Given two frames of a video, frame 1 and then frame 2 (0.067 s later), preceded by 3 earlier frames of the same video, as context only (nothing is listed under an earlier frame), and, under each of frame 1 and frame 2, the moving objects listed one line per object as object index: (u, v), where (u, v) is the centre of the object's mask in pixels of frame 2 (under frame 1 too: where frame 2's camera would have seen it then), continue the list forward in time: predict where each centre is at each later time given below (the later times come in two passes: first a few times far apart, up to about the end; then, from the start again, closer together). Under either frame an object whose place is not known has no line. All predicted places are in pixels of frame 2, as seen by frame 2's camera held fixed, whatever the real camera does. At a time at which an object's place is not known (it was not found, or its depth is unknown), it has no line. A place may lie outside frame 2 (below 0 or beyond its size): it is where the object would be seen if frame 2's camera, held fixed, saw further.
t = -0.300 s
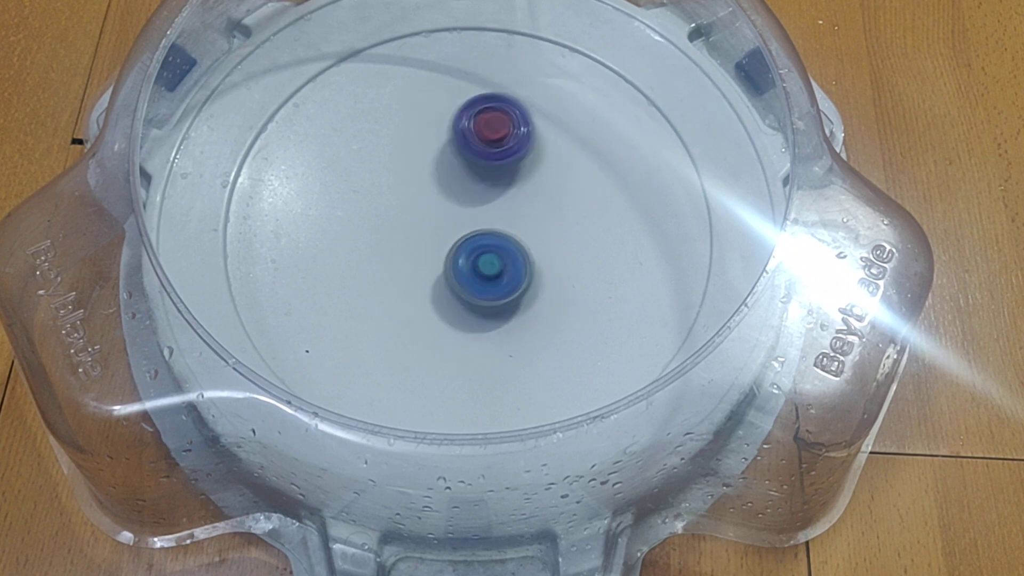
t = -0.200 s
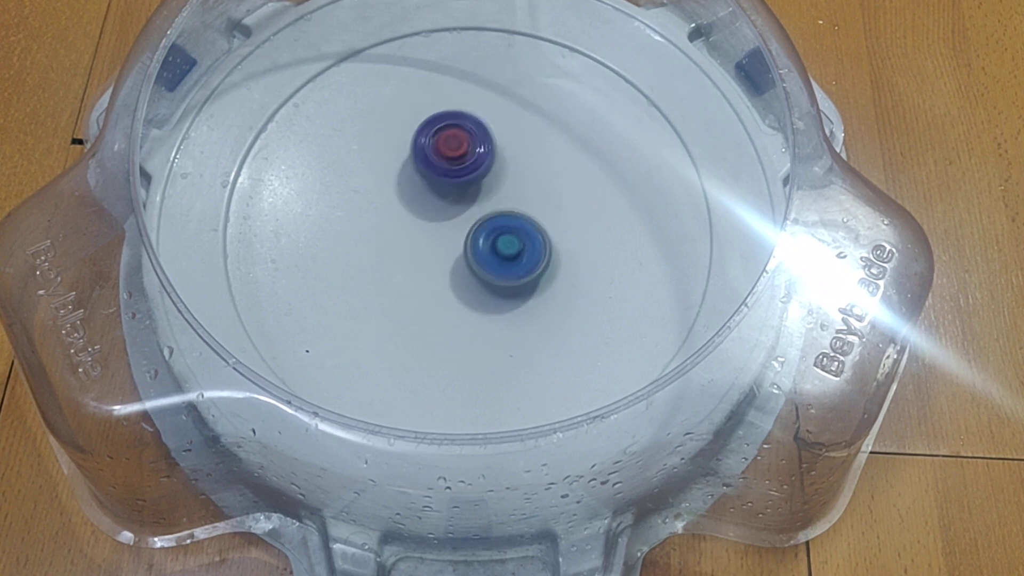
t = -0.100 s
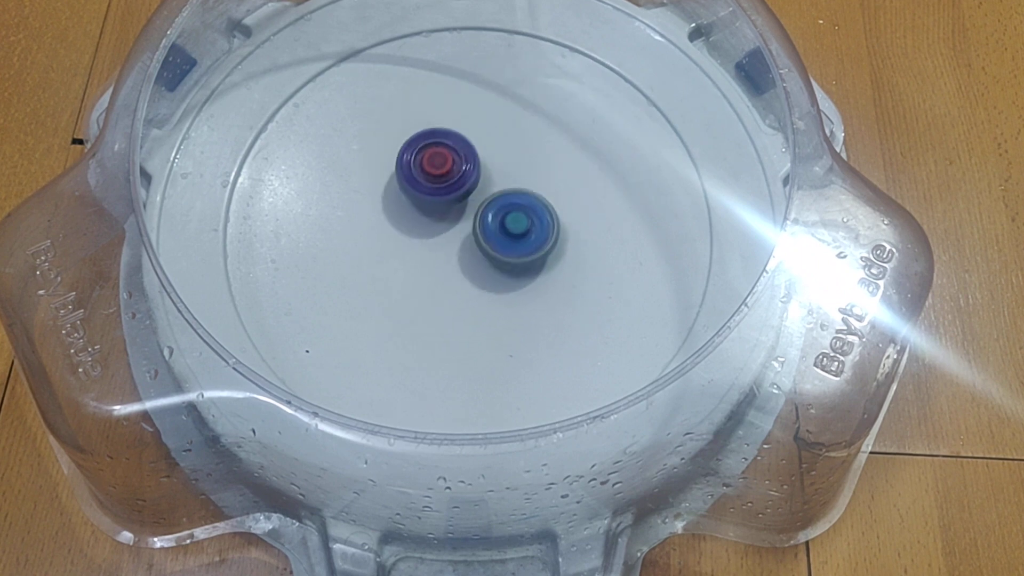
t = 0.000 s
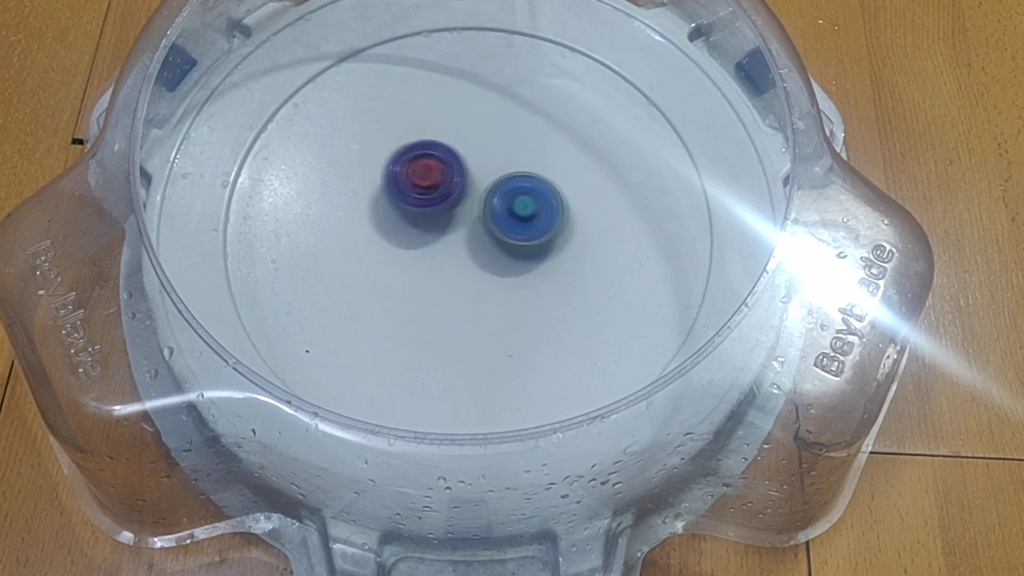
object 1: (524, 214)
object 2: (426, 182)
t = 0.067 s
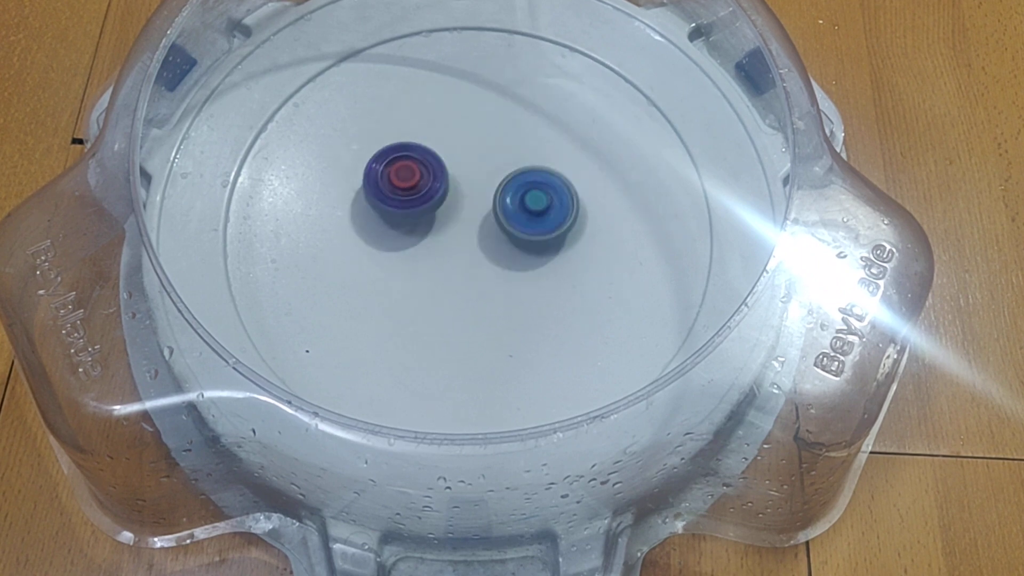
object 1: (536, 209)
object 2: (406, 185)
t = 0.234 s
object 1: (533, 186)
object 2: (398, 209)
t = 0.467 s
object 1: (506, 177)
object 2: (405, 243)
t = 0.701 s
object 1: (479, 199)
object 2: (427, 264)
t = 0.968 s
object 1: (484, 195)
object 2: (430, 311)
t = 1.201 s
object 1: (484, 219)
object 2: (457, 311)
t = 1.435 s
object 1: (503, 194)
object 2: (463, 344)
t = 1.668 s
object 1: (473, 187)
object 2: (491, 329)
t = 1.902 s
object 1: (456, 210)
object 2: (503, 294)
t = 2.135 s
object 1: (380, 127)
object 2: (568, 382)
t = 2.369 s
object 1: (309, 192)
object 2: (582, 330)
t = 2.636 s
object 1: (371, 278)
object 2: (562, 257)
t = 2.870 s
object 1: (467, 285)
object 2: (550, 206)
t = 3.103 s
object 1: (508, 267)
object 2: (547, 150)
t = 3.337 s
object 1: (521, 230)
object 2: (515, 129)
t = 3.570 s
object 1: (502, 210)
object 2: (482, 124)
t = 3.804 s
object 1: (493, 241)
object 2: (446, 122)
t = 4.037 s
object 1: (492, 257)
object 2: (429, 160)
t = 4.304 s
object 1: (491, 269)
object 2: (430, 204)
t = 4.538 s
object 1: (523, 292)
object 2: (400, 201)
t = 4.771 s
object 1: (534, 275)
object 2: (392, 230)
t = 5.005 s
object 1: (510, 259)
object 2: (398, 255)
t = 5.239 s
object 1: (581, 233)
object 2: (286, 256)
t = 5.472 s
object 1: (557, 183)
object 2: (313, 279)
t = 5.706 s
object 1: (504, 175)
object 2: (366, 286)
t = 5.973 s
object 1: (451, 194)
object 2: (417, 269)
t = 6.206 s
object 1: (443, 172)
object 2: (432, 310)
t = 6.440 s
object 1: (425, 184)
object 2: (480, 302)
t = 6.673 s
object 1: (429, 204)
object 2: (514, 286)
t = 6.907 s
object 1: (448, 220)
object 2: (532, 264)
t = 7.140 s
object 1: (449, 225)
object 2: (555, 251)
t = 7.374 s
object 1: (456, 235)
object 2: (550, 235)
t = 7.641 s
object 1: (441, 246)
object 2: (551, 221)
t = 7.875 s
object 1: (441, 254)
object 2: (522, 213)
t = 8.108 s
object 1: (425, 269)
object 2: (509, 198)
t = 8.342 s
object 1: (432, 270)
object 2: (477, 195)
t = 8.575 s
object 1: (423, 303)
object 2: (478, 153)
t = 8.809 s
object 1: (441, 298)
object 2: (451, 151)
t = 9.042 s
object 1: (454, 272)
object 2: (433, 166)
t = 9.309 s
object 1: (474, 271)
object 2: (422, 156)
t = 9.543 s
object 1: (491, 253)
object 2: (414, 181)
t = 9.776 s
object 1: (499, 236)
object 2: (415, 206)
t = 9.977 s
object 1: (512, 226)
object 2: (412, 226)
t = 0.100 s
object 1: (537, 203)
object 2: (402, 189)
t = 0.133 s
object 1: (537, 198)
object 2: (400, 193)
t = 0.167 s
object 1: (536, 194)
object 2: (399, 199)
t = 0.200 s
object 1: (535, 190)
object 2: (398, 204)
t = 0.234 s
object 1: (533, 186)
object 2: (398, 209)
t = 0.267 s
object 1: (530, 183)
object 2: (398, 214)
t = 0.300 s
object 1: (527, 180)
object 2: (398, 219)
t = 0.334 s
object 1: (523, 178)
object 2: (399, 224)
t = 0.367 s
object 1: (519, 177)
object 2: (400, 229)
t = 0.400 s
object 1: (515, 176)
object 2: (401, 234)
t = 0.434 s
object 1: (511, 176)
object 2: (403, 239)
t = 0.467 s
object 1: (506, 177)
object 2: (405, 243)
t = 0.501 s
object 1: (501, 178)
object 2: (407, 247)
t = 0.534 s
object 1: (497, 180)
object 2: (410, 251)
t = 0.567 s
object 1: (492, 184)
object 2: (413, 254)
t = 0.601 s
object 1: (487, 187)
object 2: (416, 257)
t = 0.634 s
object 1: (484, 191)
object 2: (420, 259)
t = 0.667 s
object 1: (481, 195)
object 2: (424, 262)
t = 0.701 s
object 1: (479, 199)
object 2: (427, 264)
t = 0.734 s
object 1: (484, 196)
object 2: (422, 275)
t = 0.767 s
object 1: (492, 190)
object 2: (416, 289)
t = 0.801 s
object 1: (494, 189)
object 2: (414, 297)
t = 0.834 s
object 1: (493, 189)
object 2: (415, 302)
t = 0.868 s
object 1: (490, 190)
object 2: (418, 306)
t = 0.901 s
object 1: (488, 190)
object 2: (422, 308)
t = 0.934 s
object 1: (486, 193)
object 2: (426, 310)
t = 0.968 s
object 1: (484, 195)
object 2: (430, 311)
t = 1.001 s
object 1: (483, 198)
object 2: (434, 313)
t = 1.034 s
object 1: (482, 201)
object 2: (438, 313)
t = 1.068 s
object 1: (482, 205)
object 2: (442, 314)
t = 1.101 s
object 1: (482, 208)
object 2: (446, 314)
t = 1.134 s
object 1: (482, 212)
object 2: (450, 314)
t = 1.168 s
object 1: (483, 215)
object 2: (454, 313)
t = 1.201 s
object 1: (484, 219)
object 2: (457, 311)
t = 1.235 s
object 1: (485, 223)
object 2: (462, 312)
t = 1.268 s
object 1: (486, 226)
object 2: (465, 310)
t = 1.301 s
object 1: (488, 228)
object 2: (469, 307)
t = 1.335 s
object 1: (490, 228)
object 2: (470, 309)
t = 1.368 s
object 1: (499, 210)
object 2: (465, 329)
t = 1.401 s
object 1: (503, 199)
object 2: (462, 340)
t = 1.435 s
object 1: (503, 194)
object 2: (463, 344)
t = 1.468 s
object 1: (499, 191)
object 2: (466, 344)
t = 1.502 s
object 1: (495, 188)
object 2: (470, 343)
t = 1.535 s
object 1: (491, 187)
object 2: (475, 342)
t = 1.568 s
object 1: (486, 186)
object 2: (479, 340)
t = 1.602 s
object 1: (482, 186)
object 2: (483, 337)
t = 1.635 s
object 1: (477, 186)
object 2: (487, 333)
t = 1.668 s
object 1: (473, 187)
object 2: (491, 329)
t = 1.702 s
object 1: (469, 189)
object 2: (494, 324)
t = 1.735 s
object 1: (466, 191)
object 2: (497, 320)
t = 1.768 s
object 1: (463, 195)
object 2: (499, 315)
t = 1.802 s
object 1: (461, 198)
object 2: (501, 310)
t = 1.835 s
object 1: (458, 202)
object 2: (502, 305)
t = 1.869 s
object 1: (457, 204)
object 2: (503, 299)
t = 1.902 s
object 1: (456, 210)
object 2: (503, 294)
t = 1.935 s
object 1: (456, 212)
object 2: (502, 288)
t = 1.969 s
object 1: (455, 214)
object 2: (503, 285)
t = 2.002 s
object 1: (437, 180)
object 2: (523, 315)
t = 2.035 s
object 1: (422, 153)
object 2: (541, 345)
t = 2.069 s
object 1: (409, 134)
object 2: (554, 368)
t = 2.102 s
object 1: (394, 126)
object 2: (563, 379)
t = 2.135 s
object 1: (380, 127)
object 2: (568, 382)
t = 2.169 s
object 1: (363, 131)
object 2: (572, 381)
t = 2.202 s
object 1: (348, 137)
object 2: (576, 377)
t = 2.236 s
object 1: (337, 144)
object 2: (580, 370)
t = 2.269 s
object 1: (326, 157)
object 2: (582, 362)
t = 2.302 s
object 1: (318, 168)
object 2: (583, 352)
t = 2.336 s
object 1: (312, 179)
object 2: (583, 341)
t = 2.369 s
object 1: (309, 192)
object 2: (582, 330)
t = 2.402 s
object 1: (308, 204)
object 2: (581, 319)
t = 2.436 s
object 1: (310, 216)
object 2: (578, 308)
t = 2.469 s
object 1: (314, 230)
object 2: (576, 298)
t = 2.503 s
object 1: (321, 241)
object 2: (574, 289)
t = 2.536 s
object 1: (330, 252)
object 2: (571, 281)
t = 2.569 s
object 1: (342, 262)
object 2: (568, 272)
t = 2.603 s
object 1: (355, 271)
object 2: (565, 265)
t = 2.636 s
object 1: (371, 278)
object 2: (562, 257)
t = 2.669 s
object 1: (387, 283)
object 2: (559, 251)
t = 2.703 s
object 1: (403, 285)
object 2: (555, 245)
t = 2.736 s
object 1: (421, 286)
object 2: (551, 239)
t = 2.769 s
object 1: (438, 285)
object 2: (547, 234)
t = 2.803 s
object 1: (454, 283)
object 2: (542, 229)
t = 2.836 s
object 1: (470, 279)
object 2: (538, 223)
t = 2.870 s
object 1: (467, 285)
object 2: (550, 206)
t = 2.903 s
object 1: (467, 288)
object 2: (560, 191)
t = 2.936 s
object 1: (473, 286)
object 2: (564, 179)
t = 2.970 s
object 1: (481, 283)
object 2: (563, 171)
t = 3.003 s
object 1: (489, 280)
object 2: (560, 166)
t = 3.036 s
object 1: (496, 277)
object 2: (556, 161)
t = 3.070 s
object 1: (503, 272)
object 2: (551, 156)
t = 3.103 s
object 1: (508, 267)
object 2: (547, 150)
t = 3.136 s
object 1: (512, 262)
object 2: (542, 148)
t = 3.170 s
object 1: (516, 256)
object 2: (538, 144)
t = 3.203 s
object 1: (519, 251)
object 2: (533, 139)
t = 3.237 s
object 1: (520, 245)
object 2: (528, 136)
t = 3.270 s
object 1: (521, 240)
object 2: (524, 133)
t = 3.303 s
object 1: (522, 235)
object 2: (520, 131)
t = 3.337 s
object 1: (521, 230)
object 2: (515, 129)
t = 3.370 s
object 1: (520, 225)
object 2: (510, 127)
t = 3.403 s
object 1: (518, 221)
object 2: (506, 126)
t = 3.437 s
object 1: (516, 217)
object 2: (501, 124)
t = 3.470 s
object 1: (513, 213)
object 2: (496, 124)
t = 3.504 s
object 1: (510, 210)
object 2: (491, 126)
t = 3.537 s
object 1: (506, 208)
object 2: (487, 126)
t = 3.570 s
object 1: (502, 210)
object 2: (482, 124)
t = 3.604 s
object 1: (500, 222)
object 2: (475, 113)
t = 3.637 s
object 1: (497, 227)
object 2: (470, 109)
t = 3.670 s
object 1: (495, 230)
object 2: (465, 109)
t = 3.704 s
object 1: (495, 233)
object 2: (460, 111)
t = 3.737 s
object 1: (494, 235)
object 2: (456, 114)
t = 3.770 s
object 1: (494, 238)
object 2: (451, 117)
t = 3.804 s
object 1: (493, 241)
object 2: (446, 122)
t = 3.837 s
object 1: (493, 243)
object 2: (442, 126)
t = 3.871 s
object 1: (493, 246)
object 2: (438, 131)
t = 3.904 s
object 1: (493, 248)
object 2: (435, 136)
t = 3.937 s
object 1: (493, 250)
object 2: (432, 142)
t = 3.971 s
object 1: (492, 253)
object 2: (431, 148)
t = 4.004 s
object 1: (492, 255)
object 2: (430, 154)
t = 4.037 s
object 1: (492, 257)
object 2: (429, 160)
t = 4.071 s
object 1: (492, 258)
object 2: (428, 165)
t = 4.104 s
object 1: (492, 260)
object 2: (428, 172)
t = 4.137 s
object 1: (491, 261)
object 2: (428, 178)
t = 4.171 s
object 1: (491, 263)
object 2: (428, 184)
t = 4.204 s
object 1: (491, 264)
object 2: (429, 189)
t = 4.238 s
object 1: (490, 265)
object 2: (430, 196)
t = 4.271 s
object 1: (490, 266)
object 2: (431, 201)
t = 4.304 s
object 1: (491, 269)
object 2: (430, 204)
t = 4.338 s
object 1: (492, 272)
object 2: (429, 207)
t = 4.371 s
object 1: (493, 272)
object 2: (430, 211)
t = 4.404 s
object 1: (495, 274)
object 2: (429, 215)
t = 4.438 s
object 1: (509, 287)
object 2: (416, 206)
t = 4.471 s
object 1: (516, 293)
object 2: (408, 200)
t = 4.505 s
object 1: (520, 294)
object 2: (403, 199)
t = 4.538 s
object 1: (523, 292)
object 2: (400, 201)
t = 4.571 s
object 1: (526, 291)
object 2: (398, 204)
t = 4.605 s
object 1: (529, 289)
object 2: (397, 208)
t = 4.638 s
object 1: (531, 287)
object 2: (395, 213)
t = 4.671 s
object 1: (533, 284)
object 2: (394, 217)
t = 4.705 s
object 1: (534, 281)
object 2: (393, 221)
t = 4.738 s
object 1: (535, 278)
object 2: (392, 226)
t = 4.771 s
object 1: (534, 275)
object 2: (392, 230)
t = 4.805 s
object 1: (533, 272)
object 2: (391, 234)
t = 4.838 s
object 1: (530, 269)
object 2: (391, 238)
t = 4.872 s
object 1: (527, 266)
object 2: (392, 241)
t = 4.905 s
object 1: (524, 265)
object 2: (393, 244)
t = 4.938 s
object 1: (519, 262)
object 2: (394, 249)
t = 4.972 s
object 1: (515, 260)
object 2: (396, 252)
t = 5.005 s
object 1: (510, 259)
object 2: (398, 255)
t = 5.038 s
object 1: (505, 257)
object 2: (400, 258)
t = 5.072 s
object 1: (500, 256)
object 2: (404, 260)
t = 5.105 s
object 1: (502, 253)
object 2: (399, 259)
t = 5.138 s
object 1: (542, 251)
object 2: (356, 261)
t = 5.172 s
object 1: (567, 248)
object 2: (323, 259)
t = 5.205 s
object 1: (578, 242)
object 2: (300, 257)
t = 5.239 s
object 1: (581, 233)
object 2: (286, 256)
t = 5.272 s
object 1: (582, 224)
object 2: (281, 257)
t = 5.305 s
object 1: (581, 215)
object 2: (282, 260)
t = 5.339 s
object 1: (579, 207)
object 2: (285, 264)
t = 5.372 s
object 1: (575, 199)
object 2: (290, 268)
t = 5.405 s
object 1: (570, 193)
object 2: (296, 271)
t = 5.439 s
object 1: (564, 188)
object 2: (304, 276)
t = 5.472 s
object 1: (557, 183)
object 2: (313, 279)
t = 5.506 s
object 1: (549, 180)
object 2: (323, 283)
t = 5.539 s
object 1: (542, 177)
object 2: (332, 284)
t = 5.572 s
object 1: (534, 176)
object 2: (340, 286)
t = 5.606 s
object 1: (527, 175)
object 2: (347, 286)
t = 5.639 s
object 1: (520, 174)
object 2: (353, 287)
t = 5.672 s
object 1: (512, 174)
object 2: (360, 287)
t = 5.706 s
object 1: (504, 175)
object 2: (366, 286)
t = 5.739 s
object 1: (497, 176)
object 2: (372, 285)
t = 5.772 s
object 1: (489, 178)
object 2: (379, 283)
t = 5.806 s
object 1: (481, 180)
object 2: (385, 281)
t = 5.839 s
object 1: (474, 183)
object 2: (392, 279)
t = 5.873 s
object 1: (467, 186)
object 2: (399, 276)
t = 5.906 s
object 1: (462, 189)
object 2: (405, 273)
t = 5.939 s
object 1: (456, 193)
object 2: (412, 270)
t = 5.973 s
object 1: (451, 194)
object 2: (417, 269)
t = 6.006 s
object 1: (449, 194)
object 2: (420, 271)
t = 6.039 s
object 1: (450, 189)
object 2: (419, 281)
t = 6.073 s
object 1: (455, 178)
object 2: (416, 296)
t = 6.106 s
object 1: (455, 173)
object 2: (417, 306)
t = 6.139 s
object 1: (452, 172)
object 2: (420, 310)
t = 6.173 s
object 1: (447, 172)
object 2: (426, 310)
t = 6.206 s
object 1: (443, 172)
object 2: (432, 310)
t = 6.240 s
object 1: (439, 172)
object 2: (440, 310)
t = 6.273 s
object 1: (436, 174)
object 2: (447, 309)
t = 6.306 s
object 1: (433, 175)
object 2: (454, 308)
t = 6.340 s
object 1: (430, 177)
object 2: (461, 307)
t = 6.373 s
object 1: (428, 179)
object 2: (467, 306)
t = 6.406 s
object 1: (426, 182)
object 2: (474, 304)
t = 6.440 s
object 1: (425, 184)
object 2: (480, 302)
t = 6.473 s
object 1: (424, 187)
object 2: (486, 300)
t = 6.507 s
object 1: (424, 190)
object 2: (491, 299)
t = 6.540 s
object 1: (424, 192)
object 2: (497, 296)
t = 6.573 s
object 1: (425, 195)
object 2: (501, 294)
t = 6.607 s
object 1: (426, 198)
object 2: (506, 292)
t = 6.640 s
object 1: (427, 201)
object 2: (510, 289)
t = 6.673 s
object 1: (429, 204)
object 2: (514, 286)
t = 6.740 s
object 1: (434, 210)
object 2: (521, 280)
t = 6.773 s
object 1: (436, 212)
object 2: (523, 276)
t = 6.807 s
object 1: (439, 214)
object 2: (526, 273)
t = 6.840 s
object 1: (442, 216)
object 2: (528, 270)
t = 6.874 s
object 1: (445, 218)
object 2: (530, 267)
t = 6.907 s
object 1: (448, 220)
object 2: (532, 264)
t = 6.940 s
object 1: (451, 222)
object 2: (533, 260)
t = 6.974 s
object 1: (453, 223)
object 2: (535, 257)
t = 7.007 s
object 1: (448, 221)
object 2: (545, 258)
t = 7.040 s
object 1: (447, 220)
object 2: (551, 258)
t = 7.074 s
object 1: (447, 222)
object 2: (553, 256)
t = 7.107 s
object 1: (448, 223)
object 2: (554, 254)
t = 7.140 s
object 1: (449, 225)
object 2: (555, 251)
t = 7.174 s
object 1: (450, 227)
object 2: (555, 248)
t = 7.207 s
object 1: (450, 228)
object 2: (555, 246)
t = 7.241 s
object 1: (451, 230)
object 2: (555, 243)
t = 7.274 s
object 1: (453, 231)
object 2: (554, 241)
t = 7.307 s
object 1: (454, 233)
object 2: (553, 239)
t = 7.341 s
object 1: (455, 234)
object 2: (552, 237)
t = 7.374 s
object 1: (456, 235)
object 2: (550, 235)
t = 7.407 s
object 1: (458, 236)
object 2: (548, 233)
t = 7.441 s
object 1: (452, 237)
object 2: (552, 231)
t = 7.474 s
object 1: (446, 238)
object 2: (557, 229)
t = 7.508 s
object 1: (444, 239)
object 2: (558, 228)
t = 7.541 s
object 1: (443, 241)
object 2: (557, 227)
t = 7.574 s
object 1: (442, 243)
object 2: (555, 225)
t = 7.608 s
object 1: (441, 244)
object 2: (554, 223)
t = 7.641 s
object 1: (441, 246)
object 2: (551, 221)
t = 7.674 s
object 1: (440, 247)
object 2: (548, 219)
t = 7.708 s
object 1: (440, 249)
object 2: (545, 218)
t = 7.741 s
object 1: (440, 250)
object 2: (541, 217)
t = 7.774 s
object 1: (440, 251)
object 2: (537, 216)
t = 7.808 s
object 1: (440, 252)
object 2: (533, 215)
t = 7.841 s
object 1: (440, 253)
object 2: (528, 214)
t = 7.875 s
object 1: (441, 254)
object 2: (522, 213)
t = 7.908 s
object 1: (439, 255)
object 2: (519, 211)
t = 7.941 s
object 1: (430, 260)
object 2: (524, 206)
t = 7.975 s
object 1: (427, 263)
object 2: (525, 204)
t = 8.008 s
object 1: (426, 265)
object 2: (522, 201)
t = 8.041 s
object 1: (426, 266)
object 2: (518, 200)
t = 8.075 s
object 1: (425, 268)
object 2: (513, 199)
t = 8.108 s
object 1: (425, 269)
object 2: (509, 198)
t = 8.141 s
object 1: (426, 270)
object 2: (504, 198)
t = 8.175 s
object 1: (427, 271)
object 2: (500, 196)
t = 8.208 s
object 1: (427, 271)
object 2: (495, 195)
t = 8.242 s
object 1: (428, 272)
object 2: (490, 195)
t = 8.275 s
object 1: (430, 272)
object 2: (486, 195)
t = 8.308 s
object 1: (431, 271)
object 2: (481, 195)
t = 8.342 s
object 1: (432, 270)
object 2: (477, 195)
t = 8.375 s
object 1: (432, 270)
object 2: (473, 194)
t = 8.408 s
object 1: (421, 285)
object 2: (479, 180)
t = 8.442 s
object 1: (416, 294)
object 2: (485, 167)
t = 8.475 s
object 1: (416, 297)
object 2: (487, 159)
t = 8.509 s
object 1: (418, 299)
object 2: (486, 156)
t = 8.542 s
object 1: (421, 301)
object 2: (482, 155)
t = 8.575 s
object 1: (423, 303)
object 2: (478, 153)
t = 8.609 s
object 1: (425, 303)
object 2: (474, 152)
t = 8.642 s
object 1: (428, 304)
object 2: (470, 152)
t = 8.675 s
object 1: (430, 304)
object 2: (466, 151)
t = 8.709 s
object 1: (433, 303)
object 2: (462, 150)
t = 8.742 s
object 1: (436, 302)
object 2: (458, 150)
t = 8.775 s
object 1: (438, 300)
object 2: (455, 150)
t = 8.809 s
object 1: (441, 298)
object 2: (451, 151)
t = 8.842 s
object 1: (443, 295)
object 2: (448, 151)
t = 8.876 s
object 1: (445, 292)
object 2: (445, 153)
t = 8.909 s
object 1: (447, 288)
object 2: (442, 154)
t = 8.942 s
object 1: (450, 285)
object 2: (440, 157)
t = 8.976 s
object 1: (451, 281)
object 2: (437, 159)
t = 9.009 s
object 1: (453, 277)
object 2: (435, 162)
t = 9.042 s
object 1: (454, 272)
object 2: (433, 166)
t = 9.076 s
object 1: (455, 268)
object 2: (432, 170)
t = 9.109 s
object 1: (456, 263)
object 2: (431, 173)
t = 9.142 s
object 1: (456, 259)
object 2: (430, 177)
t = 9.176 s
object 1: (460, 267)
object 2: (428, 170)
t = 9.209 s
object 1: (463, 274)
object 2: (425, 159)
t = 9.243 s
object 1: (467, 274)
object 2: (425, 154)
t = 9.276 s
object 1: (470, 273)
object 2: (424, 154)
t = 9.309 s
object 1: (474, 271)
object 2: (422, 156)
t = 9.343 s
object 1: (477, 269)
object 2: (420, 159)
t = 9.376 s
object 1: (480, 267)
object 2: (418, 161)
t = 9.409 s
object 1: (483, 264)
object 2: (417, 165)
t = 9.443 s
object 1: (485, 261)
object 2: (415, 169)
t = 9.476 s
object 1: (487, 259)
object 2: (415, 173)
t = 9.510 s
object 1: (489, 256)
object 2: (414, 177)
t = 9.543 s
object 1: (491, 253)
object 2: (414, 181)
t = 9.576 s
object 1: (492, 250)
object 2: (414, 185)
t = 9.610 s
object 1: (493, 247)
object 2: (415, 189)
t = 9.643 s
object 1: (493, 244)
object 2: (416, 193)
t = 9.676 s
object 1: (494, 241)
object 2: (417, 198)
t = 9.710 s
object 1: (497, 241)
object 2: (415, 199)
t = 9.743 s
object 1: (499, 239)
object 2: (415, 202)
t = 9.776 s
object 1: (499, 236)
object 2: (415, 206)
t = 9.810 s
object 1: (502, 234)
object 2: (414, 209)
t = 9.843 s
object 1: (503, 233)
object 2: (415, 213)
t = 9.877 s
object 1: (504, 231)
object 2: (416, 217)
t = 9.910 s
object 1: (505, 228)
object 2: (417, 221)
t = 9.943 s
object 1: (510, 227)
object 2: (413, 224)
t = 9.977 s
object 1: (512, 226)
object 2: (412, 226)
